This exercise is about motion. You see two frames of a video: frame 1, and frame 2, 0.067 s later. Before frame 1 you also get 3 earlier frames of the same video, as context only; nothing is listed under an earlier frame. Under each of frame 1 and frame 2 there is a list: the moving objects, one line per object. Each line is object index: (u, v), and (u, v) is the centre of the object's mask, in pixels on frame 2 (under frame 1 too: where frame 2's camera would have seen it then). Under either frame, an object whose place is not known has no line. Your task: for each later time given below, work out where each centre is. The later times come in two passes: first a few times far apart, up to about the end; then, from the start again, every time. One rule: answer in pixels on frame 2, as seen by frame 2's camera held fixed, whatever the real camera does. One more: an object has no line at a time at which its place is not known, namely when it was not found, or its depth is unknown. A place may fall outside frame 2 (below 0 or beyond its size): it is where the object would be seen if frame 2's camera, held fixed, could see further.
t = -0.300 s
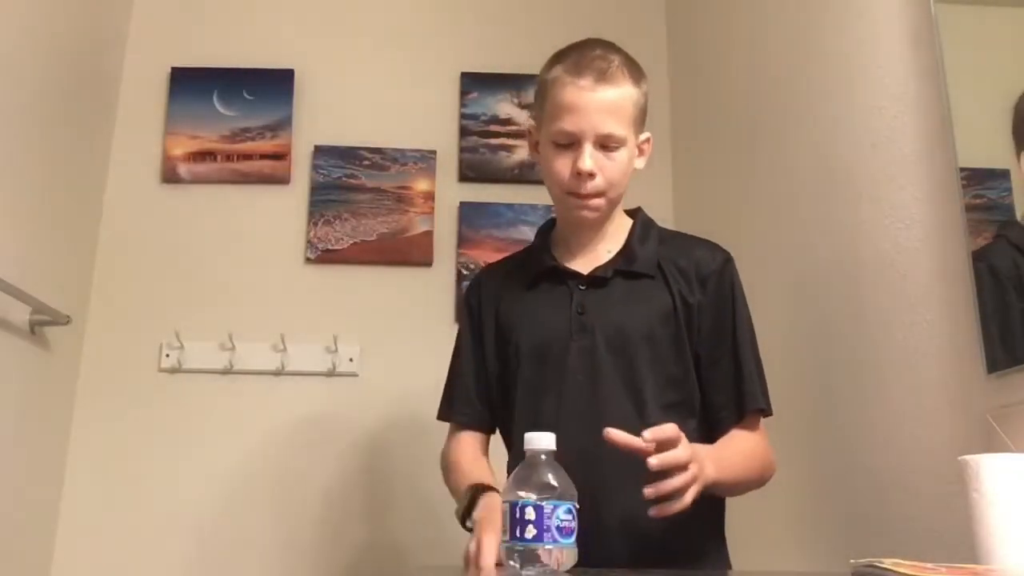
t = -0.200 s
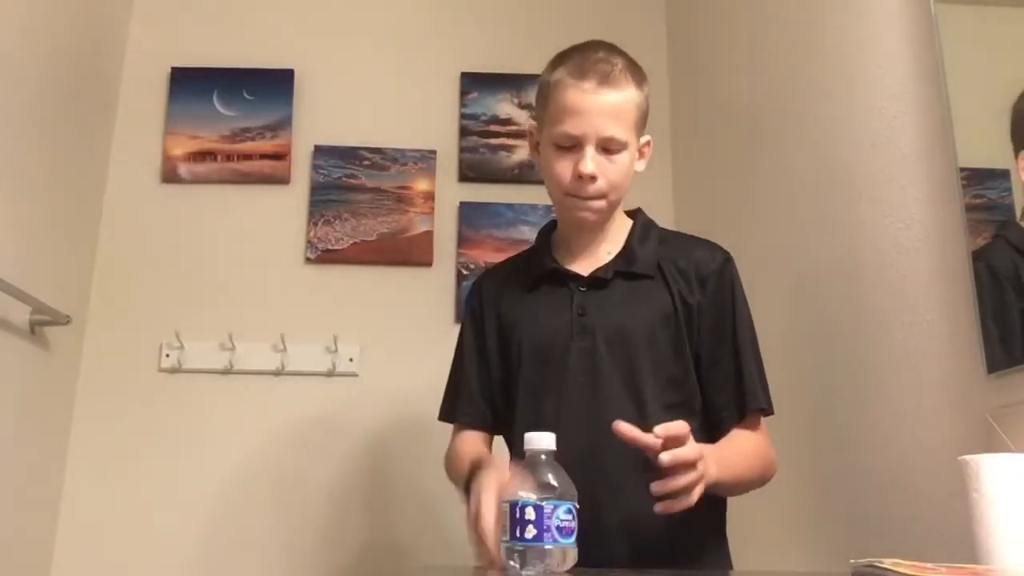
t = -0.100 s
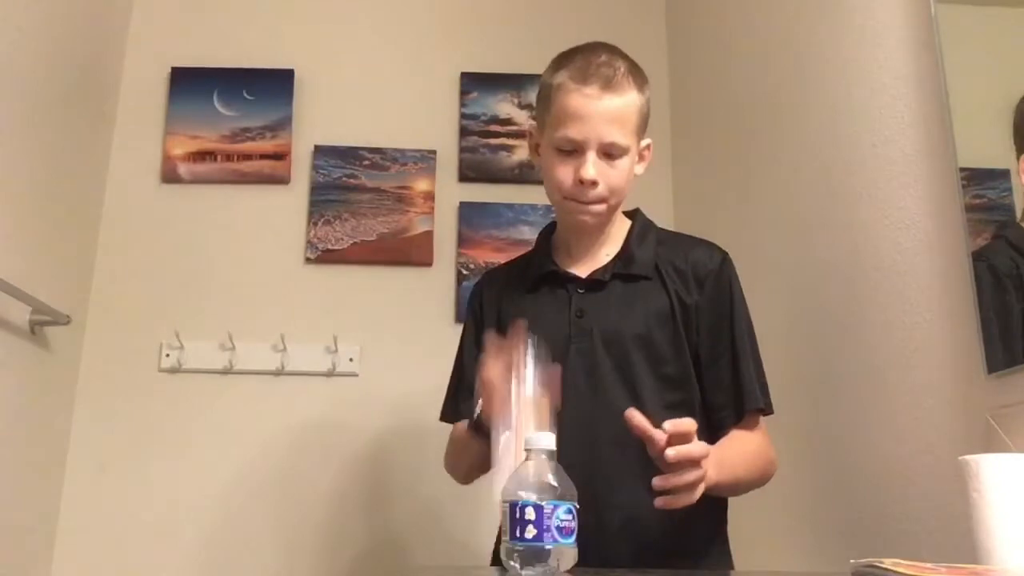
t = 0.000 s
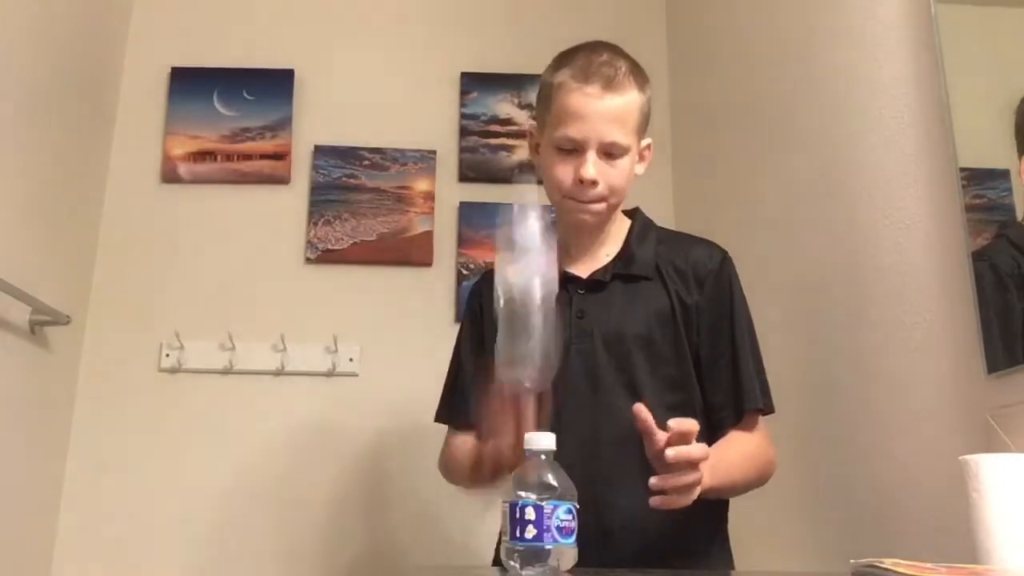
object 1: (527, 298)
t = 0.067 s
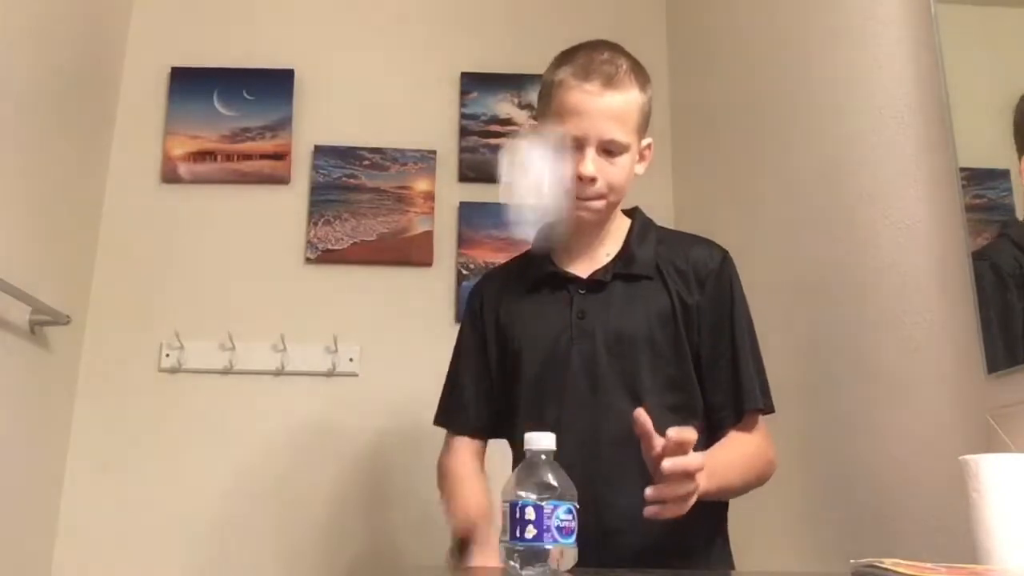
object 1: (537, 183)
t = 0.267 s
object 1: (536, 114)
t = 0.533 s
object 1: (539, 312)
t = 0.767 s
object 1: (543, 312)
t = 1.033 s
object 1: (542, 312)
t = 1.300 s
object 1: (539, 312)
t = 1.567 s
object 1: (541, 311)
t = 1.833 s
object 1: (541, 313)
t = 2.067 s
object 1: (540, 312)
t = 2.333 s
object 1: (540, 312)
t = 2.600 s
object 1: (540, 312)
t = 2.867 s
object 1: (541, 312)
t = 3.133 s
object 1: (541, 312)
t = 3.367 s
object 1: (541, 312)
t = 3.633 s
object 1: (541, 312)
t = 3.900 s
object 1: (541, 312)
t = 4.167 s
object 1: (541, 311)
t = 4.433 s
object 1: (541, 312)
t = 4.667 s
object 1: (541, 312)
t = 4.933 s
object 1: (541, 312)
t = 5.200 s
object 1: (541, 312)
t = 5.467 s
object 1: (541, 312)
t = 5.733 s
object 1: (541, 311)
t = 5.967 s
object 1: (541, 312)
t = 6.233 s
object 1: (540, 312)
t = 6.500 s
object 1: (540, 312)
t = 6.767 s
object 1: (540, 312)
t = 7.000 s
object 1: (540, 312)
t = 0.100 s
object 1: (538, 123)
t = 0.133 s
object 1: (536, 96)
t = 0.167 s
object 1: (535, 85)
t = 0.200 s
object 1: (534, 86)
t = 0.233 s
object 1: (535, 94)
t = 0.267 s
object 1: (536, 114)
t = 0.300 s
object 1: (538, 147)
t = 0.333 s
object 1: (537, 191)
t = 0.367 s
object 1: (538, 253)
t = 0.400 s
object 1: (538, 308)
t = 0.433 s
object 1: (538, 312)
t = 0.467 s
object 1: (538, 313)
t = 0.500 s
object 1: (539, 312)
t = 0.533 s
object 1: (539, 312)
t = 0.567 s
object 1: (540, 312)
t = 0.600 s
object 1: (540, 312)
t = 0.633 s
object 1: (540, 312)
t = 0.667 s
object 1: (540, 312)
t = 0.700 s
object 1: (541, 312)
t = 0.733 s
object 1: (542, 312)
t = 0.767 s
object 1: (543, 312)
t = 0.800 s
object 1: (541, 312)
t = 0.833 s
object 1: (539, 312)
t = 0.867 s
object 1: (537, 311)
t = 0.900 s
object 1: (536, 312)
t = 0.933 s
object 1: (537, 311)
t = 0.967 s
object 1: (539, 312)
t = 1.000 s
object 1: (541, 312)
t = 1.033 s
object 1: (542, 312)
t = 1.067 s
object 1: (541, 312)
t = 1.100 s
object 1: (540, 312)
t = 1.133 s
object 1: (540, 312)
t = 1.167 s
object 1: (540, 312)
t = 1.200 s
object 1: (540, 312)
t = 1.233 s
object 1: (540, 313)
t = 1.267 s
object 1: (540, 312)
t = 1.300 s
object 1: (539, 312)
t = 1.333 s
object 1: (541, 312)
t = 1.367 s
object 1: (542, 312)
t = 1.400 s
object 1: (542, 312)
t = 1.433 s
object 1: (541, 312)
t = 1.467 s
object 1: (540, 311)
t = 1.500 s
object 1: (540, 311)
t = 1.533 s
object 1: (540, 312)
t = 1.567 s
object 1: (541, 311)
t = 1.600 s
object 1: (540, 311)
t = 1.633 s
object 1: (541, 311)
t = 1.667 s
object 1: (541, 312)
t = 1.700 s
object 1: (541, 312)
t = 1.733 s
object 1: (541, 312)
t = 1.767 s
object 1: (541, 312)
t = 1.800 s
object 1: (541, 313)
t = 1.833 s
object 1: (541, 313)
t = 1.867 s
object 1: (541, 312)
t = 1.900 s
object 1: (540, 312)
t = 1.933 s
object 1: (540, 312)
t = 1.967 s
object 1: (541, 312)
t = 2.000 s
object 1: (541, 312)
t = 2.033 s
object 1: (541, 312)
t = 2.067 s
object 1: (540, 312)
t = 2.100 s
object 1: (540, 312)
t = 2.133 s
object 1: (540, 312)
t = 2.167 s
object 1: (540, 312)
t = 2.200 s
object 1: (540, 312)
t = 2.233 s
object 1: (540, 312)
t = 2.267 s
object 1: (540, 312)
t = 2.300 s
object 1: (540, 312)
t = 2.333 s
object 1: (540, 312)
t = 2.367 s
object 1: (540, 312)
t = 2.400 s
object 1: (540, 312)
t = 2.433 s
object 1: (540, 312)
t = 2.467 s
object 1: (540, 312)
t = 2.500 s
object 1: (540, 312)
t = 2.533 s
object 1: (540, 312)
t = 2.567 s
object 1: (540, 312)
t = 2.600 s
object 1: (540, 312)
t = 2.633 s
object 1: (540, 312)
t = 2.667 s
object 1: (540, 312)
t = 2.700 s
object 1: (540, 312)
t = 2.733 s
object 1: (540, 312)
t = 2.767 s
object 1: (541, 312)
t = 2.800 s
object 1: (541, 312)
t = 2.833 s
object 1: (541, 312)
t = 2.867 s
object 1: (541, 312)
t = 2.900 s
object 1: (541, 312)
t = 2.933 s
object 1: (541, 311)
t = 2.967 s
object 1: (541, 312)
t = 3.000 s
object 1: (541, 312)
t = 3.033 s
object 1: (541, 312)
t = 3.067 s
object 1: (541, 312)
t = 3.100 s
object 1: (541, 312)
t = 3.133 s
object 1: (541, 312)
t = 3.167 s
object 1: (541, 312)
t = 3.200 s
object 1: (541, 312)
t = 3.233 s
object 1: (541, 312)
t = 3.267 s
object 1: (541, 311)
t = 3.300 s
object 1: (541, 312)
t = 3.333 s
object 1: (541, 312)
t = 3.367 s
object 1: (541, 312)
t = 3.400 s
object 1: (541, 311)
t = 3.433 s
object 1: (541, 312)
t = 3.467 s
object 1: (541, 312)
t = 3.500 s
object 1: (541, 312)
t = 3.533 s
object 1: (541, 312)
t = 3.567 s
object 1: (541, 312)
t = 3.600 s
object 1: (541, 312)
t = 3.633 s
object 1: (541, 312)
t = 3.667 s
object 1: (541, 312)
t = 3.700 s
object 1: (541, 312)
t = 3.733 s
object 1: (541, 312)
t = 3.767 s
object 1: (541, 312)
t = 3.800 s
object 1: (541, 312)
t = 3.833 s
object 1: (541, 312)
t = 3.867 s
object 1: (541, 312)
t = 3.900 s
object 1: (541, 312)
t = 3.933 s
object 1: (541, 312)
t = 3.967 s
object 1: (541, 312)
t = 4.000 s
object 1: (541, 312)
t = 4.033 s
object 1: (541, 312)
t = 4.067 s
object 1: (541, 311)
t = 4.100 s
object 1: (541, 311)
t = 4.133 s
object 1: (541, 312)
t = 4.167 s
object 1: (541, 311)
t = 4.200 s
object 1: (541, 311)
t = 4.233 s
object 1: (541, 312)
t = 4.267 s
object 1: (541, 311)
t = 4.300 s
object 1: (541, 312)
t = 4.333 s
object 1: (541, 312)
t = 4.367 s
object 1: (541, 311)
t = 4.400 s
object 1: (541, 312)
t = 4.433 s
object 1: (541, 312)
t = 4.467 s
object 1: (541, 312)
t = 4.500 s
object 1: (541, 312)
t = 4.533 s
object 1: (540, 312)
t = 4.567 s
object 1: (540, 312)
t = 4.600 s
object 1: (540, 312)
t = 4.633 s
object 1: (541, 312)
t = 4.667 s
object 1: (541, 312)
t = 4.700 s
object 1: (541, 312)
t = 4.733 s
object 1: (541, 312)
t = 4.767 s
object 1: (541, 312)
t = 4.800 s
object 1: (541, 312)
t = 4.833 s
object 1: (541, 312)
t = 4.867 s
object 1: (541, 312)
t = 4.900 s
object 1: (541, 312)
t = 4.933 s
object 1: (541, 312)
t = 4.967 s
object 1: (541, 312)
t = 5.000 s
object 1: (541, 312)
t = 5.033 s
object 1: (541, 312)
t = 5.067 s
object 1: (541, 312)
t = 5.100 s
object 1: (541, 311)
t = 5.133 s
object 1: (541, 312)
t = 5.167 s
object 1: (541, 312)
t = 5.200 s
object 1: (541, 312)
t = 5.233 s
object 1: (541, 312)
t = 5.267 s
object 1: (541, 312)
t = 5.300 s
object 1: (541, 312)
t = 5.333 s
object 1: (541, 312)
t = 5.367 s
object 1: (541, 312)
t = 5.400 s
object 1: (541, 312)
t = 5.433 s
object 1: (541, 312)
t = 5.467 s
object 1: (541, 312)
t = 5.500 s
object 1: (541, 311)
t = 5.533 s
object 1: (541, 311)
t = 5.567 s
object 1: (541, 311)
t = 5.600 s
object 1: (541, 311)
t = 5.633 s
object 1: (541, 311)
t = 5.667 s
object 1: (541, 311)
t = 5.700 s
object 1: (540, 311)
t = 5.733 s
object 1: (541, 311)
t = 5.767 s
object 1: (541, 312)
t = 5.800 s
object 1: (541, 312)
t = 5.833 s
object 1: (541, 312)
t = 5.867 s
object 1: (541, 312)
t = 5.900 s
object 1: (541, 312)
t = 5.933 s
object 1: (541, 312)
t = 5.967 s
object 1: (541, 312)
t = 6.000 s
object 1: (540, 311)
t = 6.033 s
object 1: (540, 311)
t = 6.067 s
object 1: (540, 311)
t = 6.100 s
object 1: (540, 312)
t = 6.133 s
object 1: (540, 312)
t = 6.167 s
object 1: (540, 312)
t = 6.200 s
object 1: (540, 312)
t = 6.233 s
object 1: (540, 312)
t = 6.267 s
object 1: (540, 312)
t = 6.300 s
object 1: (540, 311)
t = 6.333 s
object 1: (540, 312)
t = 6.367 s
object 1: (540, 312)
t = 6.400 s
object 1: (540, 312)
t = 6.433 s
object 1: (540, 312)
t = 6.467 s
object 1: (540, 312)
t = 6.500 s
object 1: (540, 312)
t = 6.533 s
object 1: (540, 312)
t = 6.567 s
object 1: (540, 312)
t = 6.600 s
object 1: (540, 312)
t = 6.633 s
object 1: (540, 312)
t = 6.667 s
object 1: (540, 312)
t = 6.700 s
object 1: (540, 312)
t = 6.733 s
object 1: (540, 312)
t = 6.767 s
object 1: (540, 312)
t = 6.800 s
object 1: (540, 312)
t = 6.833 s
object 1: (540, 312)
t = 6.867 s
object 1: (540, 312)
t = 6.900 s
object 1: (540, 312)
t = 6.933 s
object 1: (540, 312)
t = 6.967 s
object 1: (540, 312)
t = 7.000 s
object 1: (540, 312)
